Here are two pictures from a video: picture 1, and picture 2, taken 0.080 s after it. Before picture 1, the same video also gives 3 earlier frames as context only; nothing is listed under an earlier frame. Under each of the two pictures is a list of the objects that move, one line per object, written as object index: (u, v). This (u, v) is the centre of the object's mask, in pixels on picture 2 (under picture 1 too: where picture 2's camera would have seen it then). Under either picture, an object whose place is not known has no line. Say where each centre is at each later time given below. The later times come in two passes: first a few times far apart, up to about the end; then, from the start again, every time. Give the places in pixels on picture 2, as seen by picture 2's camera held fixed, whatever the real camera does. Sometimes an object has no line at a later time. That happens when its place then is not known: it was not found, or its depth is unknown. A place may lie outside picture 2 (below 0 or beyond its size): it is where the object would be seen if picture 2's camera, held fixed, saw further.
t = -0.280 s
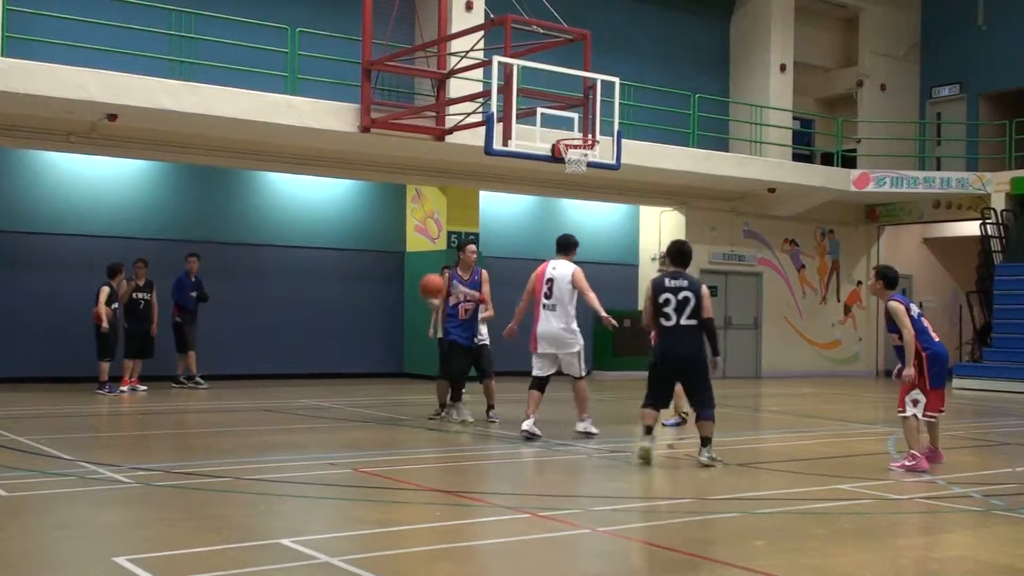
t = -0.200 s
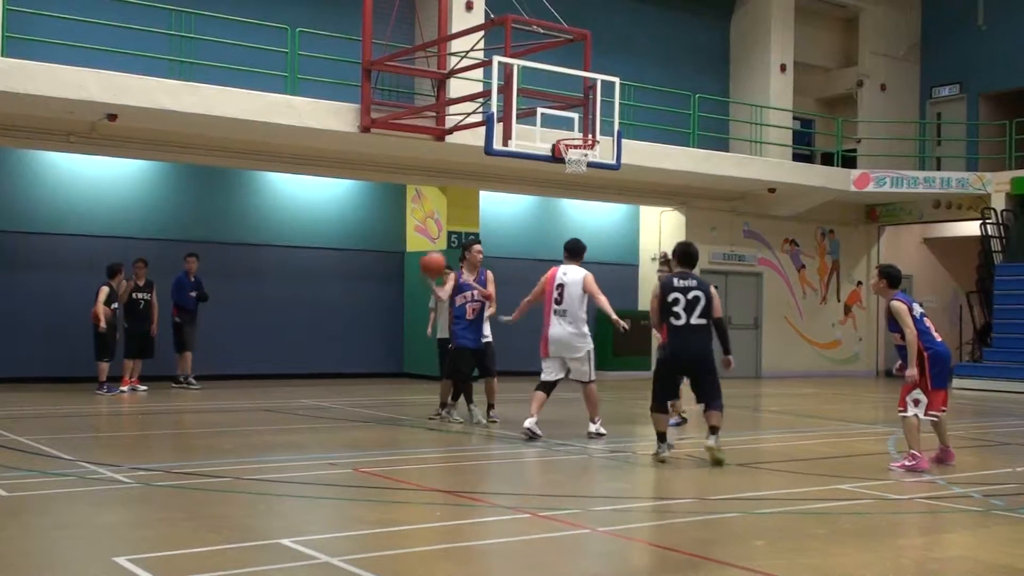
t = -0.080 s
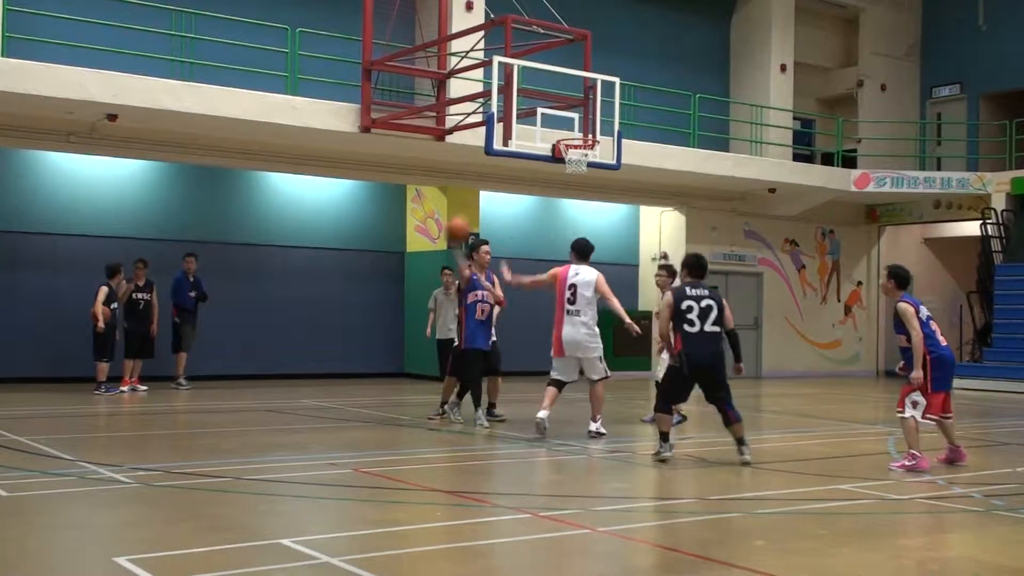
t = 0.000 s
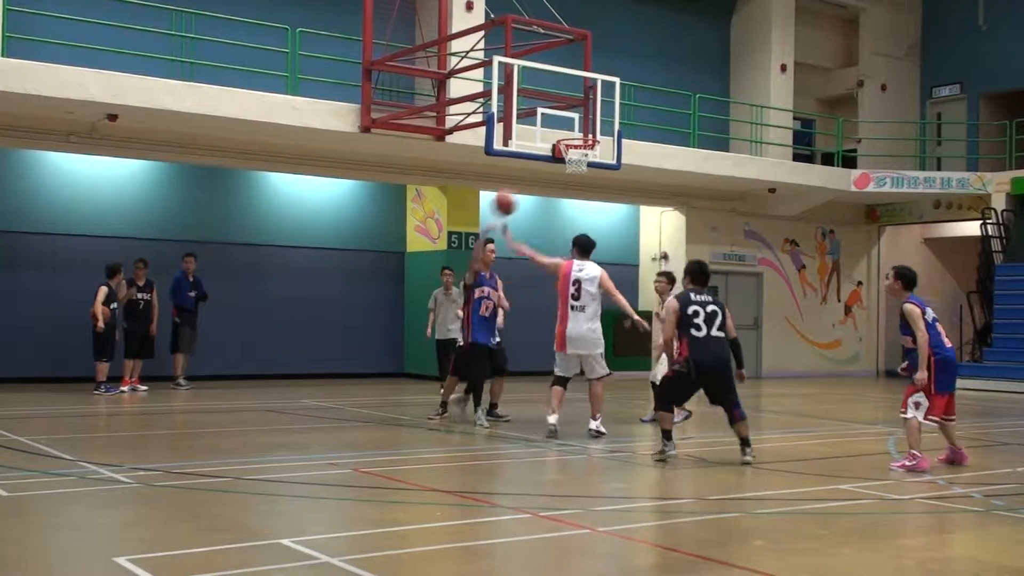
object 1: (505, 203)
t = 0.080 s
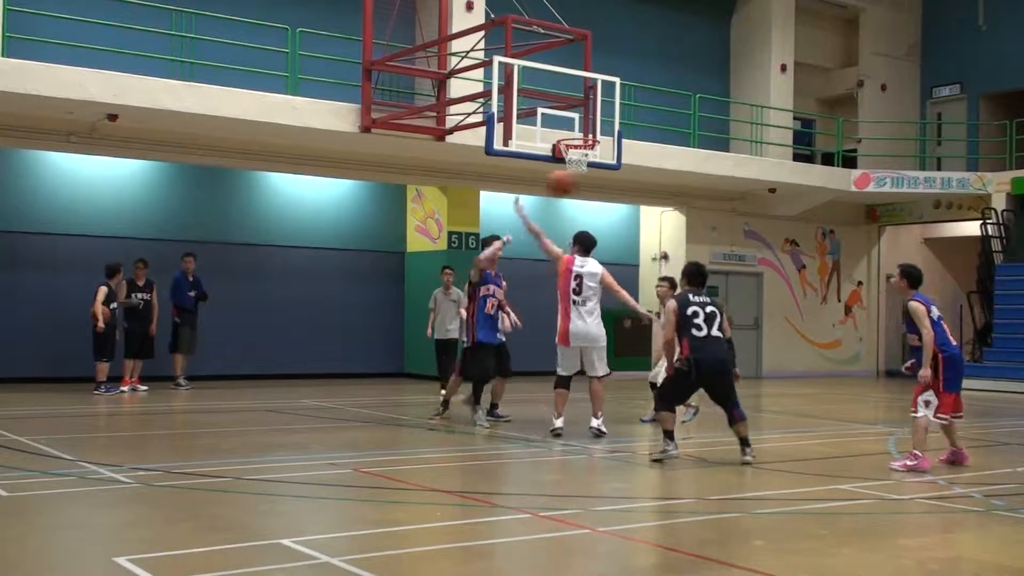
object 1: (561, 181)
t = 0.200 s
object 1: (652, 164)
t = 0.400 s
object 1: (825, 166)
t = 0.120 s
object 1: (592, 174)
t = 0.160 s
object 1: (623, 168)
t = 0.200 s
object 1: (652, 164)
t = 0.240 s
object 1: (685, 161)
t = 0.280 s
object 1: (719, 158)
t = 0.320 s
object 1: (753, 159)
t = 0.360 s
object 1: (789, 162)
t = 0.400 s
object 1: (825, 166)
